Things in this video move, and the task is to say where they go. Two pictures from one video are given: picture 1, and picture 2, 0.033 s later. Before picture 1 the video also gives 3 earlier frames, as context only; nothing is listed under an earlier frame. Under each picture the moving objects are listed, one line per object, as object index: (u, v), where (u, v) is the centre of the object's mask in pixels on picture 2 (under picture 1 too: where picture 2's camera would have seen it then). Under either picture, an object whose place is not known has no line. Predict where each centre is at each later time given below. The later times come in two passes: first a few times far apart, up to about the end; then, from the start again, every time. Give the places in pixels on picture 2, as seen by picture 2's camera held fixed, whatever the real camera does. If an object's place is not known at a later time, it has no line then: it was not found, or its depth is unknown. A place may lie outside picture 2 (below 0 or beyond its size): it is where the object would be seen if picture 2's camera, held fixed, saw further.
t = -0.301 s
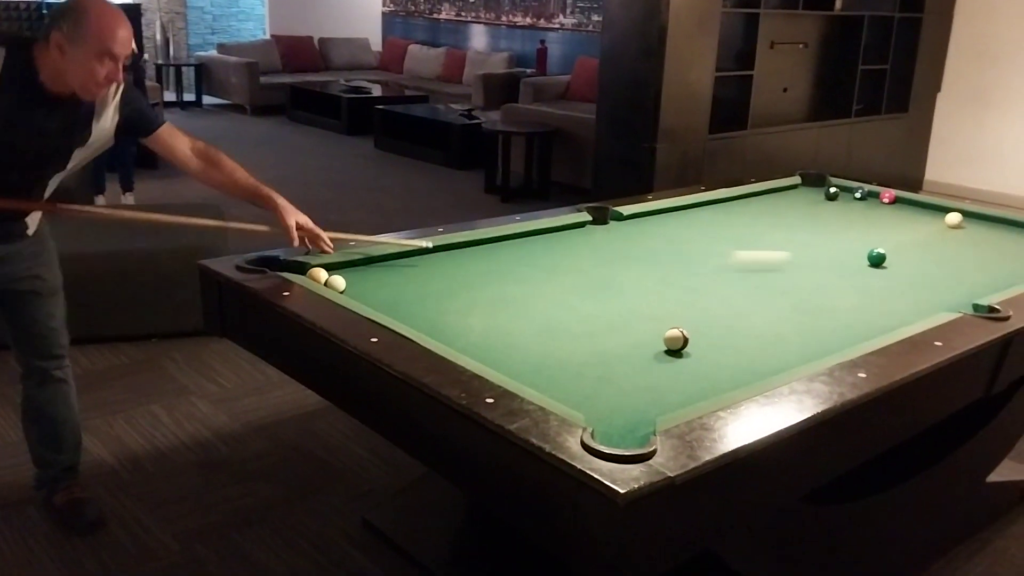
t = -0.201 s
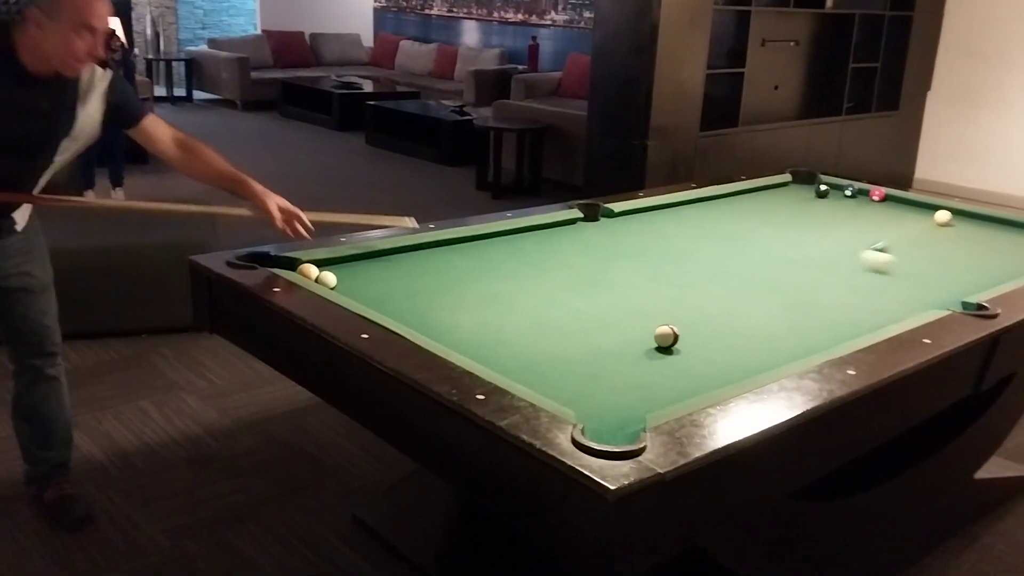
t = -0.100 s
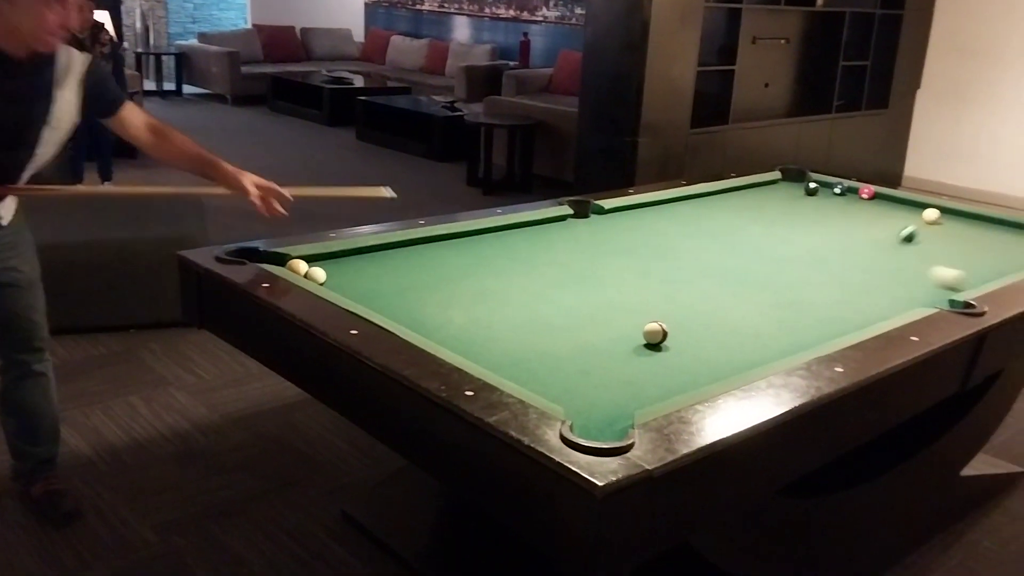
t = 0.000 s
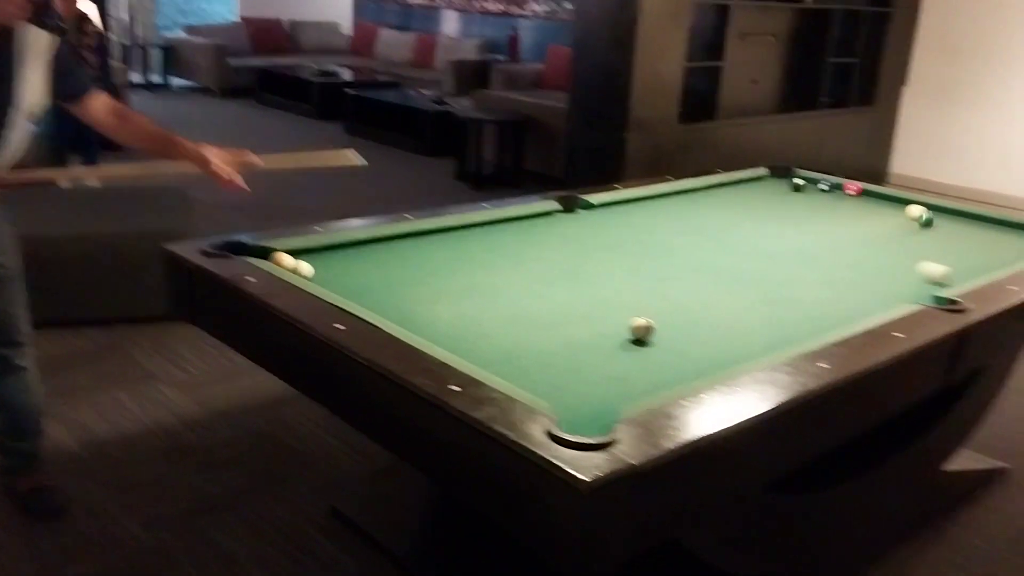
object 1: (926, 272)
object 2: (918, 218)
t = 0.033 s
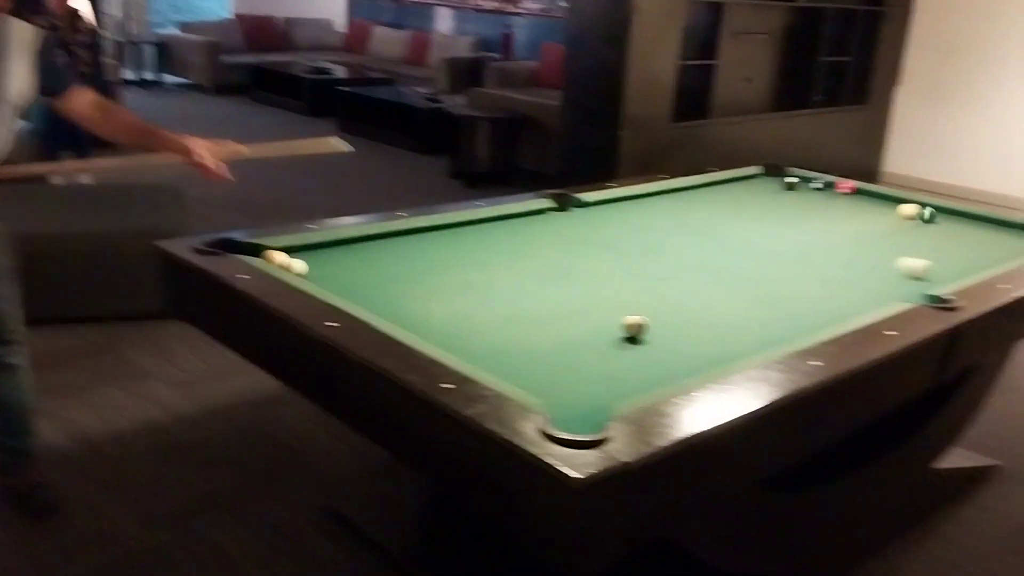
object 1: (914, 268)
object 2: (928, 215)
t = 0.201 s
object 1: (863, 253)
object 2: (929, 213)
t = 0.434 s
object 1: (798, 234)
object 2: (887, 226)
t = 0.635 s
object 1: (753, 220)
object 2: (852, 235)
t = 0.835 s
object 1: (712, 208)
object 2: (815, 247)
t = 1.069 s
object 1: (672, 195)
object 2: (769, 259)
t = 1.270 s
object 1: (678, 196)
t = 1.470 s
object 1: (700, 201)
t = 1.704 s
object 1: (726, 207)
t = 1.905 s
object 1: (747, 212)
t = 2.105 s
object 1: (768, 216)
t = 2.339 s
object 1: (792, 222)
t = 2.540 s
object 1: (811, 227)
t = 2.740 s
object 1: (830, 232)
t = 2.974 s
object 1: (851, 237)
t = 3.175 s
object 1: (869, 242)
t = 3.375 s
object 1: (885, 246)
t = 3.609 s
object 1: (903, 250)
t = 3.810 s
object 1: (917, 254)
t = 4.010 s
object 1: (930, 258)
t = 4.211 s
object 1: (942, 261)
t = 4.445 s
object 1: (954, 265)
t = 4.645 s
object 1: (963, 267)
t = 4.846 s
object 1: (970, 268)
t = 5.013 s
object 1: (972, 268)
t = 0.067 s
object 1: (902, 264)
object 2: (936, 212)
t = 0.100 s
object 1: (892, 262)
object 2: (944, 210)
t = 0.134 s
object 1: (882, 258)
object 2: (940, 211)
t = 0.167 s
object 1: (872, 255)
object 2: (934, 212)
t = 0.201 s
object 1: (863, 253)
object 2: (929, 213)
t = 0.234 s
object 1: (853, 250)
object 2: (924, 214)
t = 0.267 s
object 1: (843, 247)
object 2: (917, 217)
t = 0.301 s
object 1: (833, 244)
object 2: (910, 220)
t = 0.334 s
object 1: (824, 242)
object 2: (904, 221)
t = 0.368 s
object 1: (814, 239)
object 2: (897, 224)
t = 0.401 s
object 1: (806, 237)
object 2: (893, 224)
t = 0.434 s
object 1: (798, 234)
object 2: (887, 226)
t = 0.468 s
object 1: (790, 232)
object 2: (880, 227)
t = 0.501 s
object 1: (782, 229)
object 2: (875, 230)
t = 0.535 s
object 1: (775, 227)
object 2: (869, 231)
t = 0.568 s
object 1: (767, 225)
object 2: (863, 232)
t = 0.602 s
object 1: (760, 223)
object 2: (857, 234)
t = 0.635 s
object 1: (753, 220)
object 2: (852, 235)
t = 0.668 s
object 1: (746, 219)
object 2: (846, 238)
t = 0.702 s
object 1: (739, 216)
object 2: (840, 239)
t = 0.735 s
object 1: (732, 214)
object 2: (833, 241)
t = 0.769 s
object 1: (725, 212)
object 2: (827, 243)
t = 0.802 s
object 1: (719, 210)
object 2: (821, 245)
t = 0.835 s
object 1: (712, 208)
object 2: (815, 247)
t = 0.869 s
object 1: (706, 206)
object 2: (809, 248)
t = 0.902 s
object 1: (700, 204)
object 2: (802, 250)
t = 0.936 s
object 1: (694, 202)
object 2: (795, 252)
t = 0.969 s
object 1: (689, 201)
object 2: (789, 254)
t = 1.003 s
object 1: (683, 199)
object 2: (782, 255)
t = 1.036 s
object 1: (677, 197)
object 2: (776, 257)
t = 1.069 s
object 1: (672, 195)
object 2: (769, 259)
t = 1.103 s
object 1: (666, 194)
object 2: (762, 261)
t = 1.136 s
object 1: (662, 192)
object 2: (755, 263)
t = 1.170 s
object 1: (665, 193)
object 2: (748, 265)
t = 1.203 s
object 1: (670, 194)
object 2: (741, 267)
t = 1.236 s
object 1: (674, 195)
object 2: (734, 269)
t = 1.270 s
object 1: (678, 196)
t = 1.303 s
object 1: (682, 197)
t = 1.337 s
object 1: (686, 197)
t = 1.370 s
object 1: (689, 198)
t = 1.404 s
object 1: (693, 199)
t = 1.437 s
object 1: (697, 200)
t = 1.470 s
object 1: (700, 201)
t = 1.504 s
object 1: (704, 202)
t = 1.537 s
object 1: (708, 202)
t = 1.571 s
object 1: (711, 203)
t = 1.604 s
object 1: (715, 204)
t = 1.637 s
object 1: (719, 205)
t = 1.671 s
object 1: (722, 206)
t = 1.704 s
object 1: (726, 207)
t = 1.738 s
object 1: (729, 207)
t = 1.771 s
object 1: (733, 208)
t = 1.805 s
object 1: (736, 209)
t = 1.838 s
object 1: (740, 210)
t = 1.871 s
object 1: (744, 210)
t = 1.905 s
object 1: (747, 212)
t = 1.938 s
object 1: (750, 212)
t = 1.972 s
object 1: (754, 213)
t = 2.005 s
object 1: (757, 214)
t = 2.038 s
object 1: (761, 215)
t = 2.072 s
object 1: (764, 216)
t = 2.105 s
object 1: (768, 216)
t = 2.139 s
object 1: (771, 217)
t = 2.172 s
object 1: (774, 218)
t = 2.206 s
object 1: (778, 219)
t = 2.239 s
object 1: (781, 220)
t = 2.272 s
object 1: (785, 221)
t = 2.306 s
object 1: (788, 221)
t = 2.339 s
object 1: (792, 222)
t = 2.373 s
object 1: (795, 222)
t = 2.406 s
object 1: (798, 224)
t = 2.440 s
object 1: (802, 225)
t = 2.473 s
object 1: (804, 225)
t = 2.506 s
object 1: (808, 226)
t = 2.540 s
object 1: (811, 227)
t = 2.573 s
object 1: (814, 228)
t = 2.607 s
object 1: (818, 229)
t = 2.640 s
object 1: (821, 229)
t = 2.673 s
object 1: (824, 230)
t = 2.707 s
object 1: (827, 231)
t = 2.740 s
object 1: (830, 232)
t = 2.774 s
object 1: (833, 233)
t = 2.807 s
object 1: (836, 233)
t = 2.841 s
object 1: (839, 234)
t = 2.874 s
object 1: (842, 235)
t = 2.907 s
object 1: (846, 236)
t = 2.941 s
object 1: (848, 236)
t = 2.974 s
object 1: (851, 237)
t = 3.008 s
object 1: (854, 238)
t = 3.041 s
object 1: (857, 239)
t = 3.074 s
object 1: (860, 239)
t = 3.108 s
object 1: (863, 240)
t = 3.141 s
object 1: (866, 241)
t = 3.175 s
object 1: (869, 242)
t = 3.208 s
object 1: (871, 242)
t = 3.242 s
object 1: (874, 243)
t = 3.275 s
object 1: (877, 244)
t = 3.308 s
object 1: (880, 245)
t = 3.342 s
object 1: (882, 245)
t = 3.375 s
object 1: (885, 246)
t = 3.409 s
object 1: (888, 246)
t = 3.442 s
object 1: (890, 247)
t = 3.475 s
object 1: (893, 248)
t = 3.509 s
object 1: (895, 248)
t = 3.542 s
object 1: (898, 249)
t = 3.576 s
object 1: (900, 250)
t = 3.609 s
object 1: (903, 250)
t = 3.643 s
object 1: (905, 251)
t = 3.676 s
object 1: (908, 252)
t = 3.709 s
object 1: (910, 252)
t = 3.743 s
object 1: (913, 253)
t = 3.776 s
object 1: (915, 254)
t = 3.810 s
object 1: (917, 254)
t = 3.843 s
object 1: (920, 255)
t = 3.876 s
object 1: (922, 255)
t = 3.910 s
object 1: (924, 256)
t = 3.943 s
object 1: (926, 257)
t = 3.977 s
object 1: (928, 257)
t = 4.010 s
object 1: (930, 258)
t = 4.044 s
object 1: (932, 258)
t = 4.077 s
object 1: (935, 259)
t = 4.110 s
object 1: (936, 259)
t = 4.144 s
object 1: (939, 260)
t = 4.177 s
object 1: (940, 261)
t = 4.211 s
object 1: (942, 261)
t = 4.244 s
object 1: (944, 262)
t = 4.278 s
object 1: (946, 262)
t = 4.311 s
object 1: (948, 263)
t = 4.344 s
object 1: (949, 263)
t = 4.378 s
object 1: (951, 264)
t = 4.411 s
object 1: (953, 264)
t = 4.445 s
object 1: (954, 265)
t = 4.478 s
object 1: (956, 265)
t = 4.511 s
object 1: (957, 266)
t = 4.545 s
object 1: (959, 266)
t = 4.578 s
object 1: (960, 267)
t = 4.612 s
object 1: (962, 267)
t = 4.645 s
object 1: (963, 267)
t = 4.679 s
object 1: (964, 268)
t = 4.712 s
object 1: (965, 268)
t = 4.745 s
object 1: (967, 268)
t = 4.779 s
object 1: (968, 268)
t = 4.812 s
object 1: (969, 268)
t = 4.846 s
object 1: (970, 268)
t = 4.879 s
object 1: (971, 268)
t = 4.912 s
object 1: (971, 268)
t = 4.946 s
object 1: (972, 268)
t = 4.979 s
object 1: (973, 268)
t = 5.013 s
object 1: (972, 268)
